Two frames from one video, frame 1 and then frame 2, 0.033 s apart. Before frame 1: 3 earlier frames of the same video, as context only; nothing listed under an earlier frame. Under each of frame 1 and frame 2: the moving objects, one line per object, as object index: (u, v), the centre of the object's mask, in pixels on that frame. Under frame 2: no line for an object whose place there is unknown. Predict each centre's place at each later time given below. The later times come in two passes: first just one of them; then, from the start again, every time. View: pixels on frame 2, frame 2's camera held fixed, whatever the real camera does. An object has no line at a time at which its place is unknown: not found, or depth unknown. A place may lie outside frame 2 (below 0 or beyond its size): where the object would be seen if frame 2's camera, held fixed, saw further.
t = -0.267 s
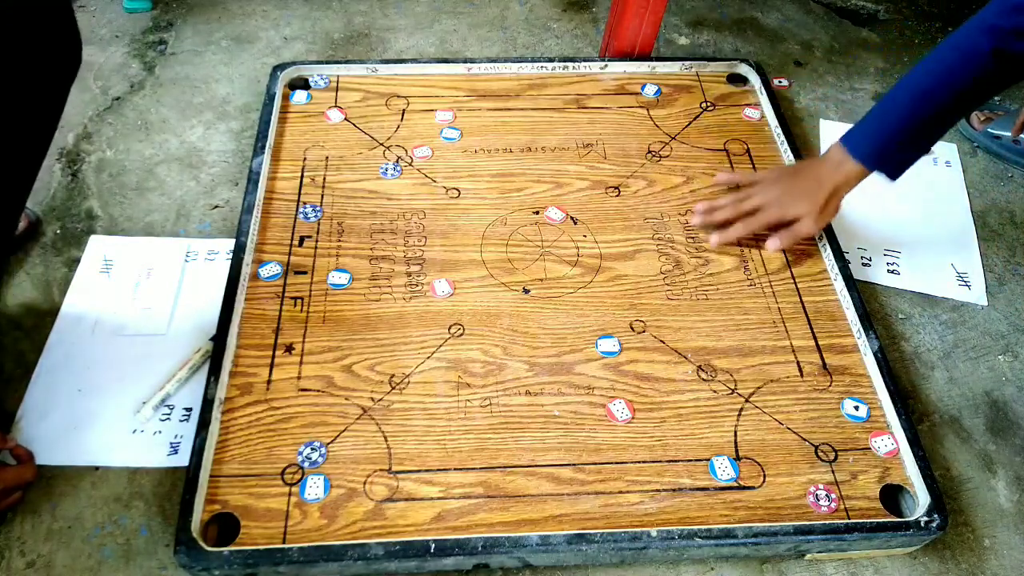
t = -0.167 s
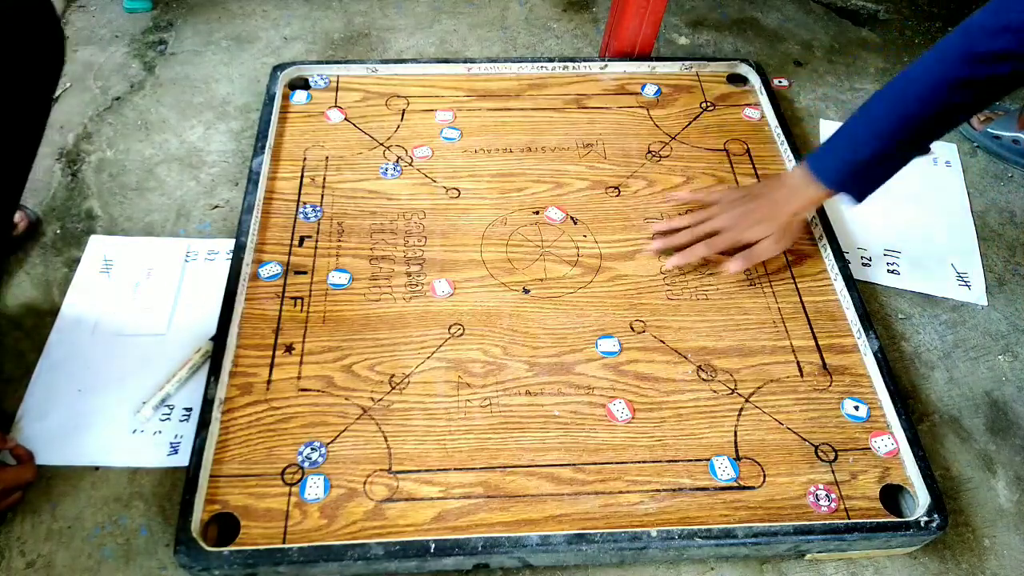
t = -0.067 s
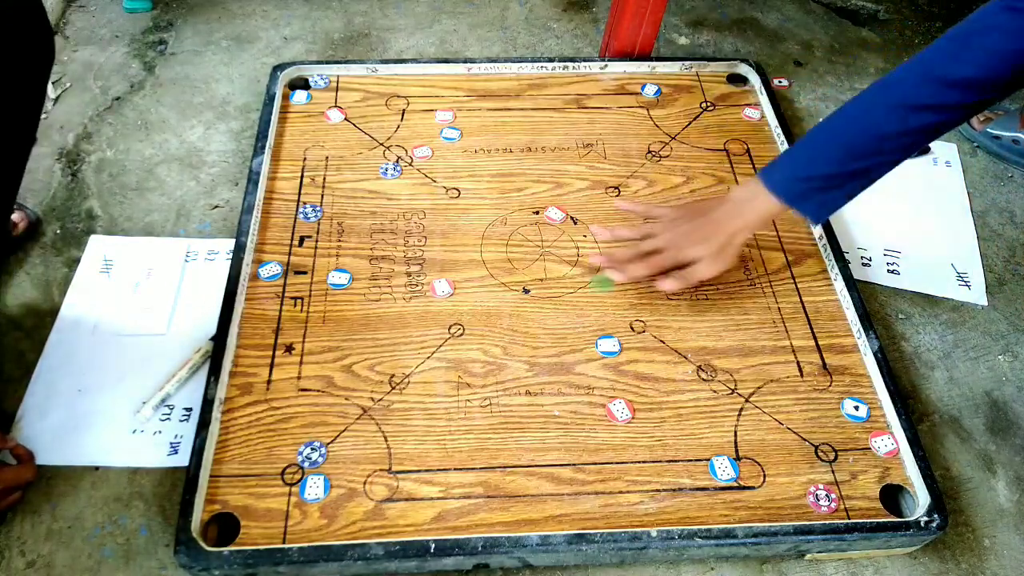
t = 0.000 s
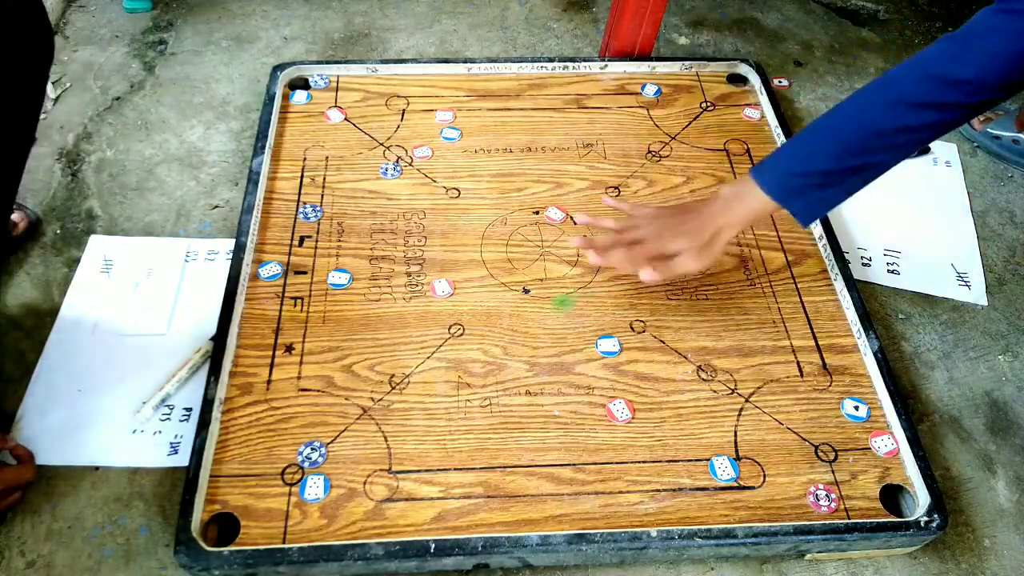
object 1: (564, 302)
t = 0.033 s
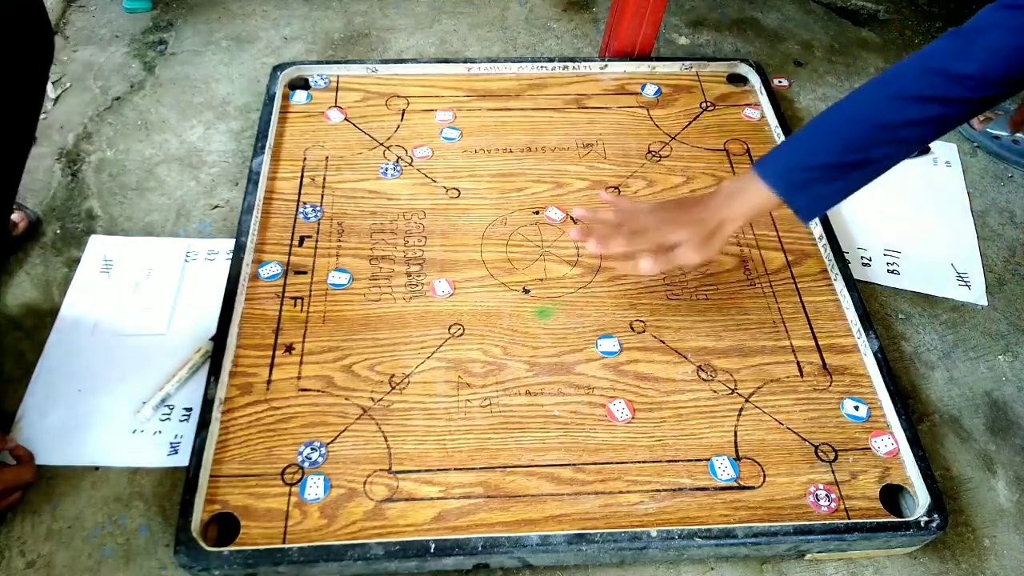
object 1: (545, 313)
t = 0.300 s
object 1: (398, 382)
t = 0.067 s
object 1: (524, 322)
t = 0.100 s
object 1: (507, 330)
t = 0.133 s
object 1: (488, 339)
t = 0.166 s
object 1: (467, 350)
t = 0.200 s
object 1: (450, 359)
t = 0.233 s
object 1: (435, 366)
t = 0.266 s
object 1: (415, 375)
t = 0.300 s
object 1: (398, 382)
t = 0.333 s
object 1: (383, 390)
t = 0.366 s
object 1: (366, 398)
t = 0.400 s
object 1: (352, 405)
